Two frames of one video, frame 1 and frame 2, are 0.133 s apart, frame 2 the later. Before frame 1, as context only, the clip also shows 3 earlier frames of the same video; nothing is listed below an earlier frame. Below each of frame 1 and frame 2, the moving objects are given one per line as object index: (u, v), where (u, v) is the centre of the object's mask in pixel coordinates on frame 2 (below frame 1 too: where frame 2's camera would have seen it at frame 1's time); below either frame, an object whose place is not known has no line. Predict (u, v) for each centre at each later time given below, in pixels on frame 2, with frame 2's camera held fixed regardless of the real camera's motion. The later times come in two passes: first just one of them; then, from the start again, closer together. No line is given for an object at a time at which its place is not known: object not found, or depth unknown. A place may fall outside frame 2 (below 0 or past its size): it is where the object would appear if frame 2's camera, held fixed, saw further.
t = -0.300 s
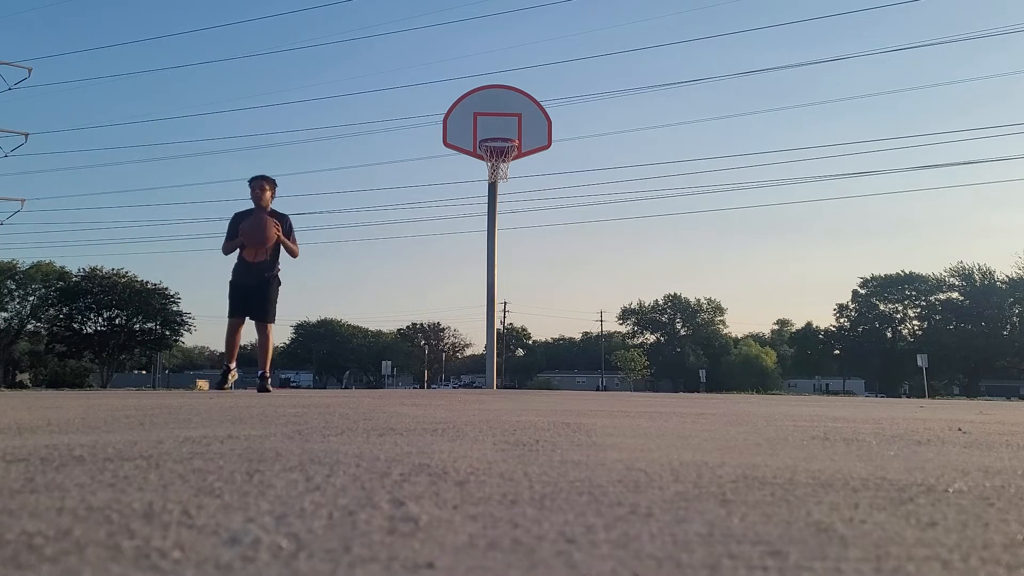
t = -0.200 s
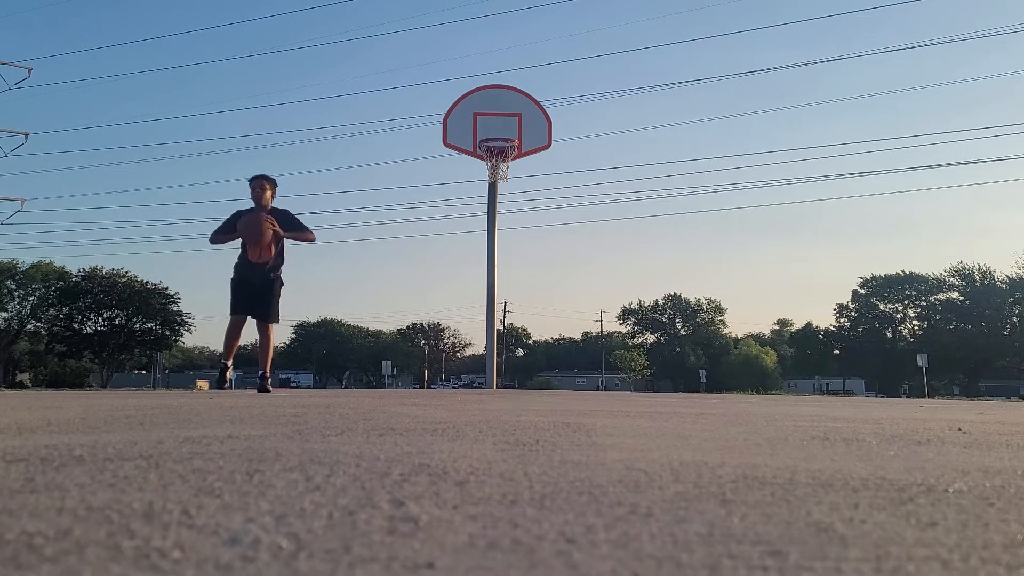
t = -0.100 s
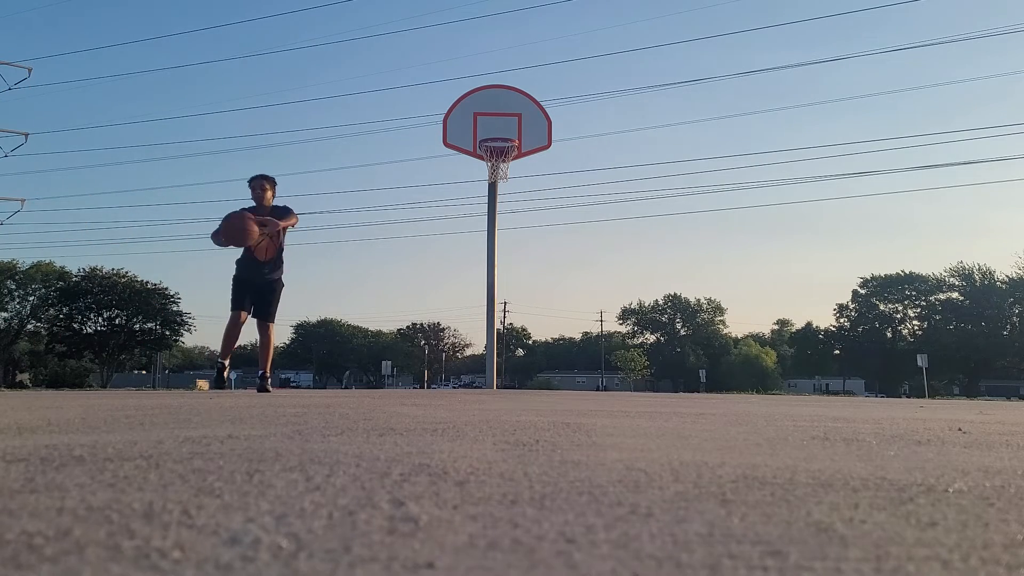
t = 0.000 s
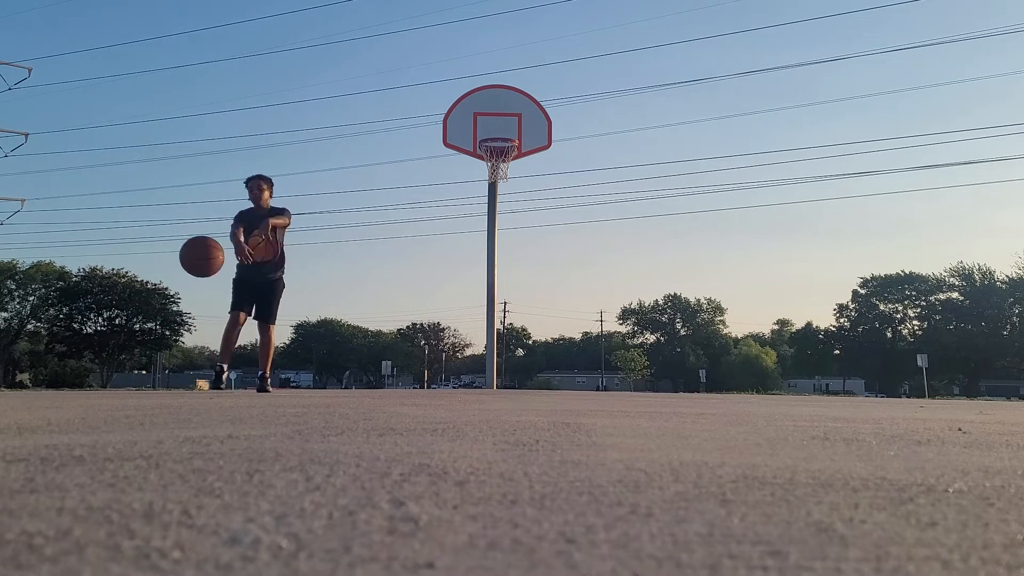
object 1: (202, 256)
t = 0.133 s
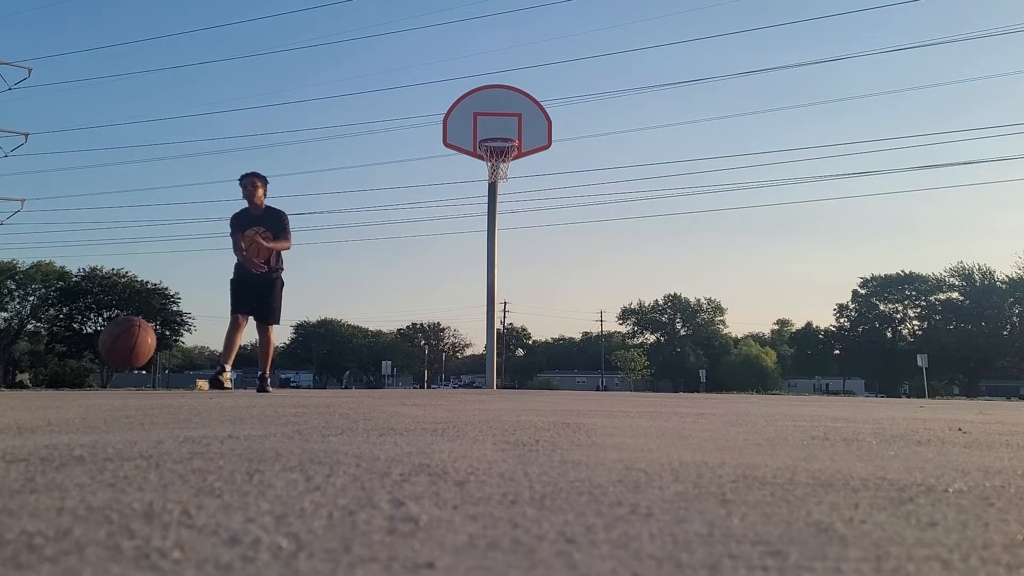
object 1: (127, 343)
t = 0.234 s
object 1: (74, 319)
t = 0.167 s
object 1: (103, 374)
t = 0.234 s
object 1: (74, 319)
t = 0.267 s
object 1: (58, 292)
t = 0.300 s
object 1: (41, 265)
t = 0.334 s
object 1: (27, 239)
